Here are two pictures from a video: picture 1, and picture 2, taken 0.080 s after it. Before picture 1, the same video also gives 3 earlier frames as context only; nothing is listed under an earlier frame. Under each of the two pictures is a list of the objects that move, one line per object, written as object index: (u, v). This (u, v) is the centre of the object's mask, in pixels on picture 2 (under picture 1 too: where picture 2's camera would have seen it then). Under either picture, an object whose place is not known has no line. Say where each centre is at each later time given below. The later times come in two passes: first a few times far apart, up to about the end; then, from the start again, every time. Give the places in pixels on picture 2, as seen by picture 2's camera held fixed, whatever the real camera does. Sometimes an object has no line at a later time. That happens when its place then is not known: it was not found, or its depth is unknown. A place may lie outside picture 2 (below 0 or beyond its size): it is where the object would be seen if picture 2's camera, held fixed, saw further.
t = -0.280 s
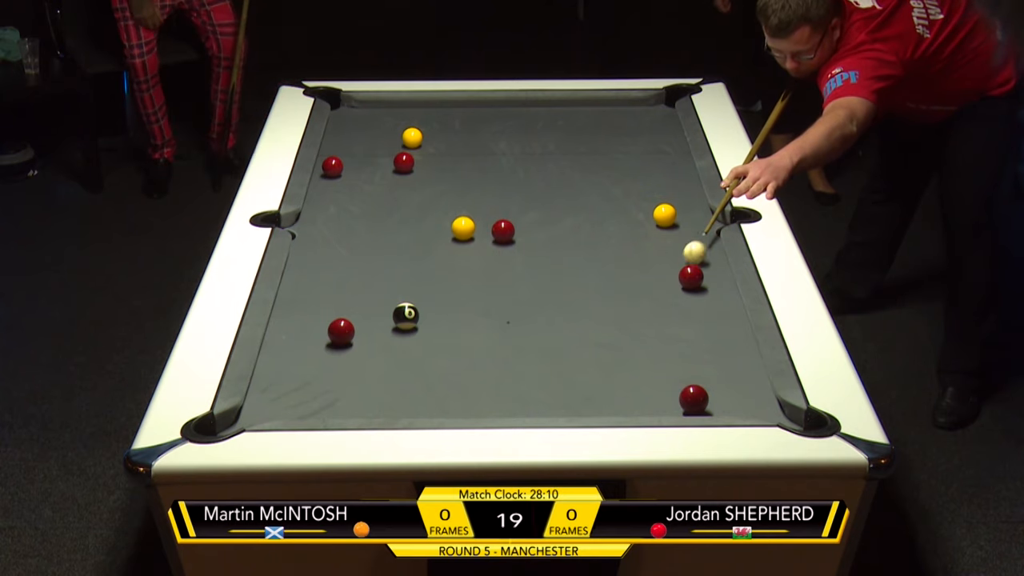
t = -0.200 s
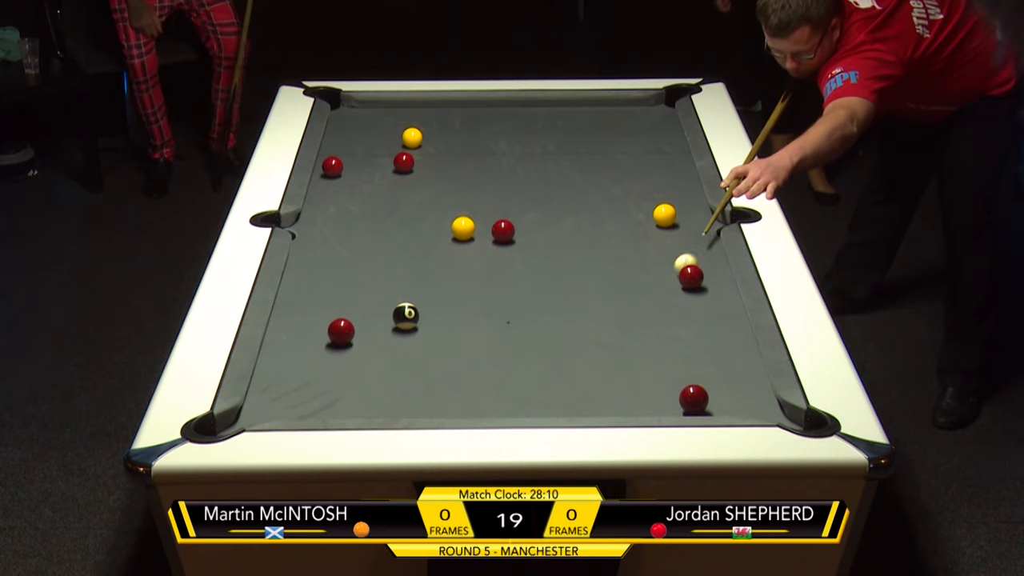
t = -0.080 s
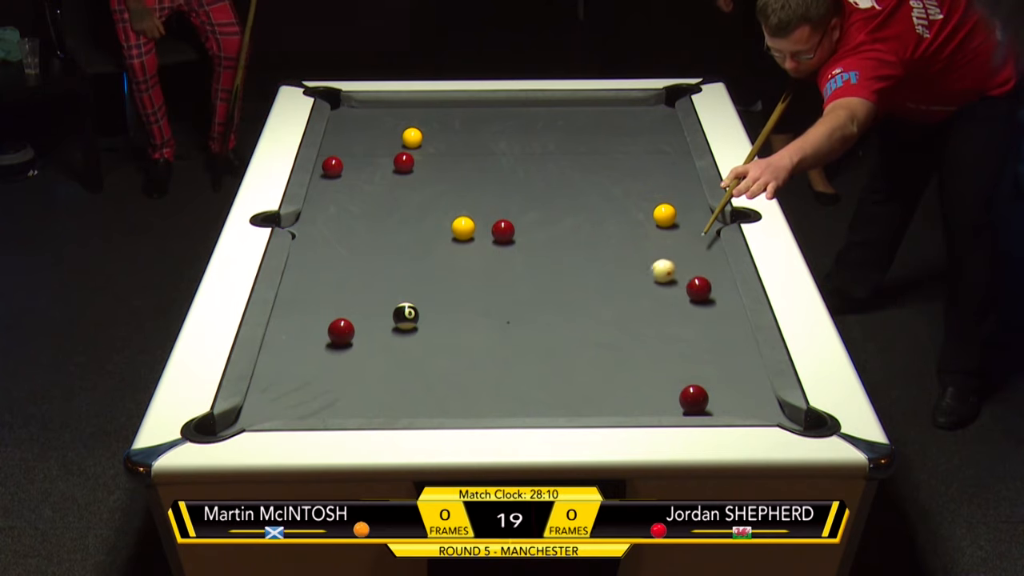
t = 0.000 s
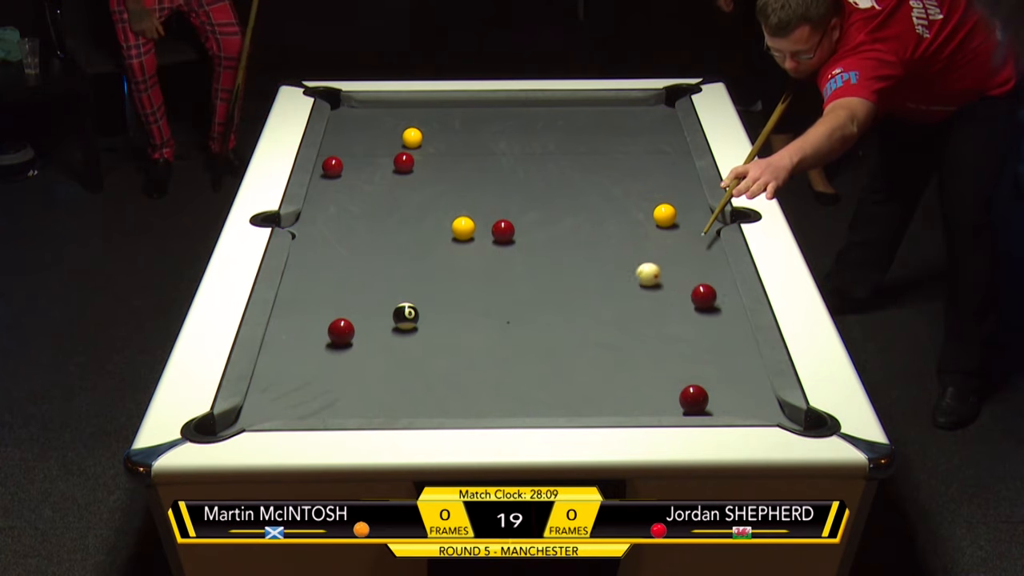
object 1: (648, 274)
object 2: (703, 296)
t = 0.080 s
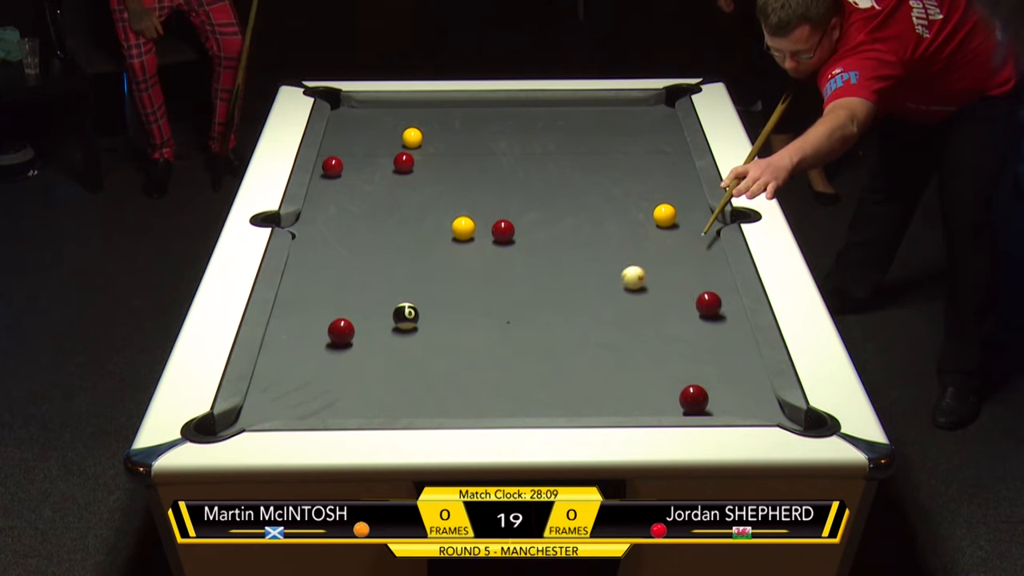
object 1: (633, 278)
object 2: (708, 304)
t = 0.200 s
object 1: (611, 283)
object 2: (716, 315)
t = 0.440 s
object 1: (567, 293)
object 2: (730, 338)
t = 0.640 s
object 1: (532, 301)
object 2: (742, 357)
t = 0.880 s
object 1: (492, 310)
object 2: (754, 379)
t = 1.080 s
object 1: (459, 317)
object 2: (756, 397)
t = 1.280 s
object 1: (427, 325)
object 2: (759, 410)
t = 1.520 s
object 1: (396, 334)
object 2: (775, 411)
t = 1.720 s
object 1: (372, 342)
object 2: (776, 412)
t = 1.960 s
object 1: (345, 351)
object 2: (772, 413)
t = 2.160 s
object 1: (323, 357)
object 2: (771, 413)
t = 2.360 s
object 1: (304, 364)
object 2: (771, 413)
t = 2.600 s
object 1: (282, 371)
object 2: (771, 413)
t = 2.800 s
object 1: (266, 376)
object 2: (771, 413)
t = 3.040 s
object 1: (271, 380)
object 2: (771, 413)
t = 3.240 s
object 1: (275, 382)
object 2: (771, 413)
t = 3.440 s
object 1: (278, 384)
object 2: (771, 413)
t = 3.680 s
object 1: (279, 384)
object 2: (771, 413)
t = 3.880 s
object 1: (279, 384)
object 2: (771, 413)
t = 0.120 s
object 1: (626, 280)
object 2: (711, 308)
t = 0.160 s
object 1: (618, 281)
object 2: (713, 311)
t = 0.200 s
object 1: (611, 283)
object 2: (716, 315)
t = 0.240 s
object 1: (604, 285)
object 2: (718, 319)
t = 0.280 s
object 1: (596, 286)
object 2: (720, 323)
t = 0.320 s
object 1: (589, 288)
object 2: (723, 327)
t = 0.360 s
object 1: (582, 289)
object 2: (725, 330)
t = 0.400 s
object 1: (575, 291)
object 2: (728, 334)
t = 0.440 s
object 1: (567, 293)
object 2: (730, 338)
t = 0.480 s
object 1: (560, 295)
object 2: (732, 342)
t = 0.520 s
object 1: (553, 296)
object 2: (735, 346)
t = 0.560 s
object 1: (546, 298)
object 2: (737, 349)
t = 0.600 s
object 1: (539, 299)
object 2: (740, 353)
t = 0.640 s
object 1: (532, 301)
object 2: (742, 357)
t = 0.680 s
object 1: (525, 302)
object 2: (745, 361)
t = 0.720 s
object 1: (518, 304)
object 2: (747, 364)
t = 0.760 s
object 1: (512, 306)
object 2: (750, 369)
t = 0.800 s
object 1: (505, 307)
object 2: (752, 372)
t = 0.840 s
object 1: (498, 309)
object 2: (754, 376)
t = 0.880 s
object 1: (492, 310)
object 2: (754, 379)
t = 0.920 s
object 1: (485, 312)
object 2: (755, 383)
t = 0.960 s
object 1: (478, 313)
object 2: (755, 387)
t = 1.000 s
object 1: (472, 315)
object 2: (755, 390)
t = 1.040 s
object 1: (465, 316)
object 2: (756, 394)
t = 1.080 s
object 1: (459, 317)
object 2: (756, 397)
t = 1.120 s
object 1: (452, 319)
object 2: (756, 400)
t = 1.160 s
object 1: (446, 321)
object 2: (757, 404)
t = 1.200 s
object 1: (440, 322)
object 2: (758, 406)
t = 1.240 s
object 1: (434, 323)
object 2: (758, 408)
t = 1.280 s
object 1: (427, 325)
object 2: (759, 410)
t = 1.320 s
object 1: (421, 326)
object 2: (761, 412)
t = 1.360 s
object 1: (416, 328)
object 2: (764, 412)
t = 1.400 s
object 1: (411, 330)
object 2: (767, 411)
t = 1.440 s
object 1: (406, 331)
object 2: (769, 411)
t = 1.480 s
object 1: (401, 333)
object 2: (772, 411)
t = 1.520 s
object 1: (396, 334)
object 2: (775, 411)
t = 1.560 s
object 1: (391, 336)
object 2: (777, 410)
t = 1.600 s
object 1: (386, 337)
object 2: (777, 410)
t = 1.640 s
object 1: (381, 339)
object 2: (777, 411)
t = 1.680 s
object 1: (376, 341)
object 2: (776, 412)
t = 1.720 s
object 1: (372, 342)
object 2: (776, 412)
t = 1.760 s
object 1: (367, 343)
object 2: (775, 412)
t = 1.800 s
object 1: (363, 345)
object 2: (775, 412)
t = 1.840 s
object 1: (358, 347)
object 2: (773, 412)
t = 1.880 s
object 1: (353, 348)
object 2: (773, 412)
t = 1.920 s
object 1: (349, 349)
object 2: (773, 412)
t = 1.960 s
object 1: (345, 351)
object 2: (772, 413)
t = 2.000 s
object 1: (340, 352)
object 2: (772, 413)
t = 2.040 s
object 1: (336, 353)
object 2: (772, 413)
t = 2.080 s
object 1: (332, 355)
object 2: (772, 413)
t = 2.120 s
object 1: (327, 356)
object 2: (771, 413)
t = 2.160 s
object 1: (323, 357)
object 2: (771, 413)
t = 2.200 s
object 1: (319, 359)
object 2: (771, 413)
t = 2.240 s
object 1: (316, 360)
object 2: (771, 413)
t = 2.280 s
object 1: (311, 361)
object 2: (771, 413)
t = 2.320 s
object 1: (307, 363)
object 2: (771, 413)
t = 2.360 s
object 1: (304, 364)
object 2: (771, 413)
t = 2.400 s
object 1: (300, 365)
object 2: (771, 413)
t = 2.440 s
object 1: (296, 366)
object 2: (771, 413)
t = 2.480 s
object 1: (292, 368)
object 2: (771, 413)
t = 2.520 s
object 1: (289, 369)
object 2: (771, 413)
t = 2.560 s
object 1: (286, 370)
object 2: (771, 413)
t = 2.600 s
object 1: (282, 371)
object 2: (771, 413)
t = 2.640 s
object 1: (278, 372)
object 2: (771, 413)
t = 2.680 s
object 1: (275, 373)
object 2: (771, 413)
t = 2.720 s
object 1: (272, 374)
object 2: (771, 413)
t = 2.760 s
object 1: (269, 375)
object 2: (771, 413)
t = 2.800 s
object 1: (266, 376)
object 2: (771, 413)
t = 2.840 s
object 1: (265, 377)
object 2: (771, 413)
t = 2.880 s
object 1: (266, 378)
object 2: (771, 413)
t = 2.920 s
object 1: (267, 378)
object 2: (771, 413)
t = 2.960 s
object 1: (268, 379)
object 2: (771, 413)
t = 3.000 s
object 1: (270, 379)
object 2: (771, 413)
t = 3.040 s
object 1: (271, 380)
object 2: (771, 413)
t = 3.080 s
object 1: (272, 380)
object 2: (771, 413)
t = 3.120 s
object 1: (273, 381)
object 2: (771, 413)
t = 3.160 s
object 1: (274, 381)
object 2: (771, 413)
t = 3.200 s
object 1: (275, 382)
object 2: (771, 413)
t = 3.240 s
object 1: (275, 382)
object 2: (771, 413)
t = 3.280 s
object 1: (276, 383)
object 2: (771, 413)
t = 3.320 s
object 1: (277, 383)
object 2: (771, 413)
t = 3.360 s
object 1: (277, 383)
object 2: (771, 413)
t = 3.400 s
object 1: (278, 384)
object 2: (771, 413)
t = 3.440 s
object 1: (278, 384)
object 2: (771, 413)
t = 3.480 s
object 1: (279, 384)
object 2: (771, 413)
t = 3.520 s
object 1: (279, 384)
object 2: (771, 413)
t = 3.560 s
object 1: (279, 384)
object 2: (771, 413)
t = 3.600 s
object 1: (279, 384)
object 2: (771, 413)
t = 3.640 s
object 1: (279, 384)
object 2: (771, 413)
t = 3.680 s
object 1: (279, 384)
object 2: (771, 413)
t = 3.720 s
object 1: (279, 384)
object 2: (771, 413)
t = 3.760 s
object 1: (279, 384)
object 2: (771, 413)
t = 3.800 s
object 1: (279, 384)
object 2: (771, 413)
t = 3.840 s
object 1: (279, 384)
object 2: (771, 413)
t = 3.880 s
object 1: (279, 384)
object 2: (771, 413)
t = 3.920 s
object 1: (279, 384)
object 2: (771, 413)
